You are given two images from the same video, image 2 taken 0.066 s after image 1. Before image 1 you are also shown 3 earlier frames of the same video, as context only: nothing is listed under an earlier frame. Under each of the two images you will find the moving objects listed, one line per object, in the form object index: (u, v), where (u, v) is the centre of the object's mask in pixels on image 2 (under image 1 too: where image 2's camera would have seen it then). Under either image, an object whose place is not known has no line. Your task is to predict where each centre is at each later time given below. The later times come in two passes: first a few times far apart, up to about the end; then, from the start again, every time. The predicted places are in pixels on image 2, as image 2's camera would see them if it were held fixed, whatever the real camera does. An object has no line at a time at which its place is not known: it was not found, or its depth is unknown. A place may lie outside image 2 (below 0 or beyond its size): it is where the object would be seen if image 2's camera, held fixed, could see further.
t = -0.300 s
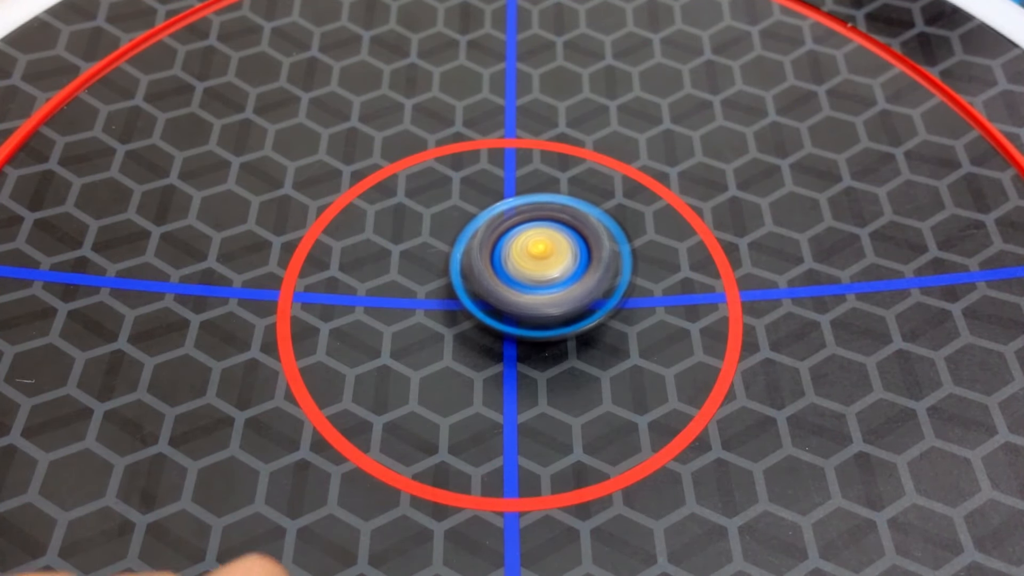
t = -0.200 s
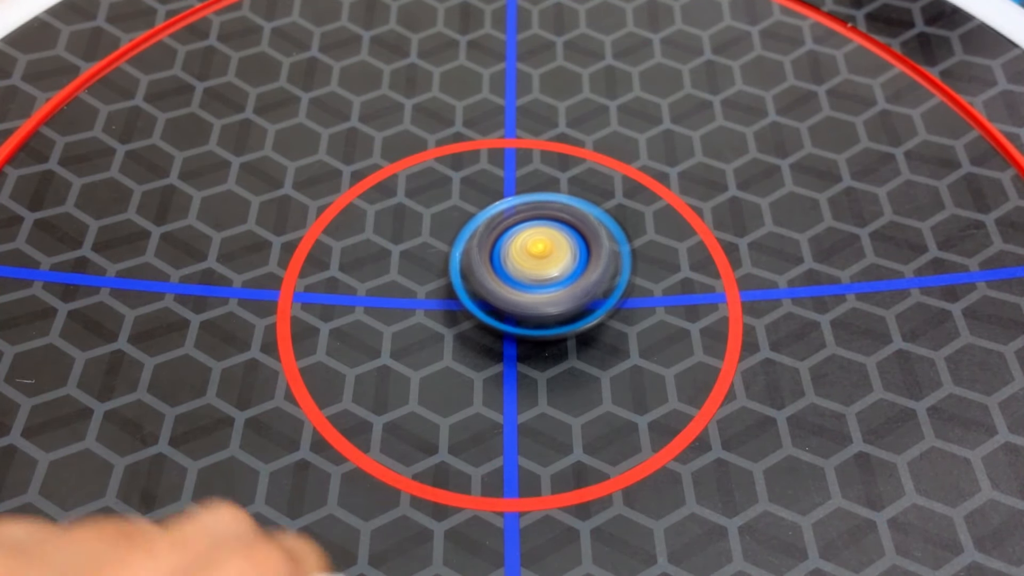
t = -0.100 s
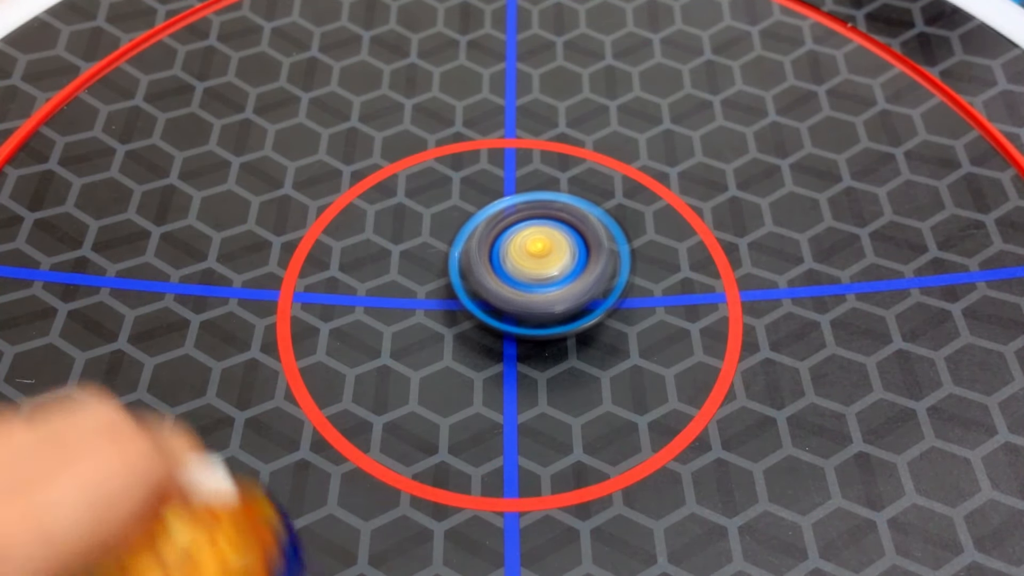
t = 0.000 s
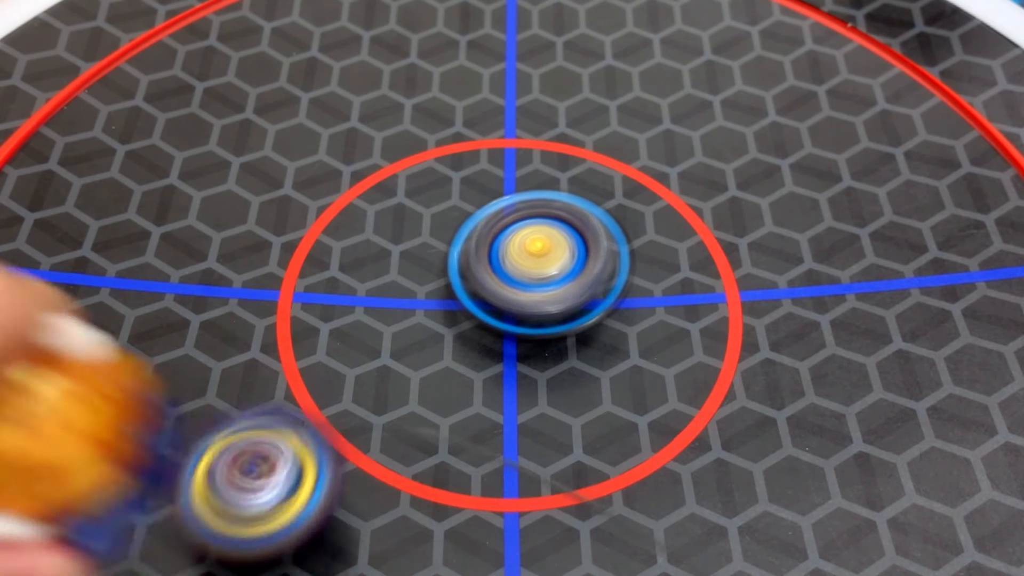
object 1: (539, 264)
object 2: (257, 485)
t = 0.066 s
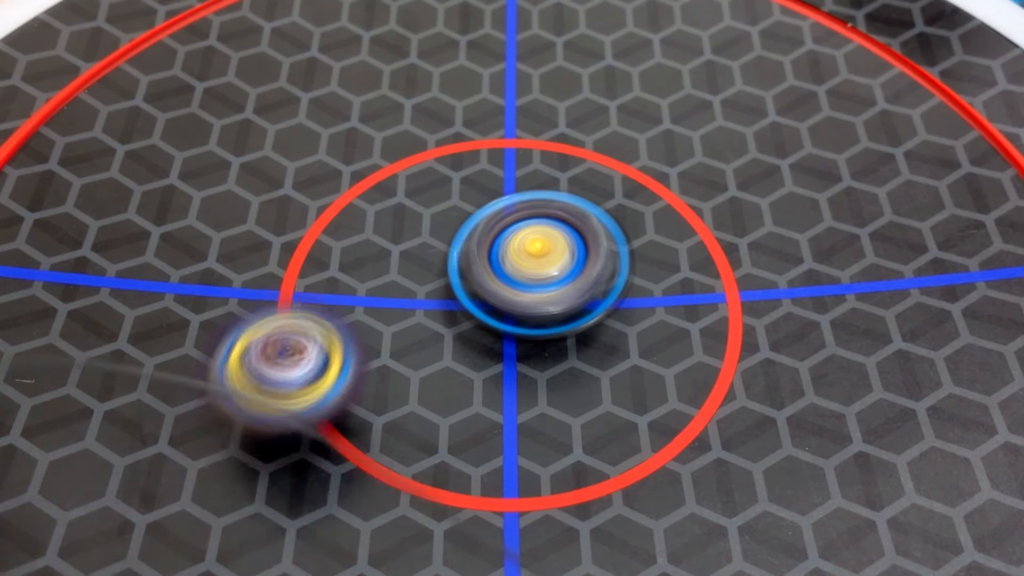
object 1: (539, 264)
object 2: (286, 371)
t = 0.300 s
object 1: (549, 262)
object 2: (427, 126)
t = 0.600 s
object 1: (547, 263)
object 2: (565, 19)
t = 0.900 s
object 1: (534, 263)
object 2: (609, 43)
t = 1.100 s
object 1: (532, 262)
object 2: (592, 124)
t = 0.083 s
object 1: (539, 264)
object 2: (298, 353)
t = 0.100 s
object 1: (540, 264)
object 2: (309, 334)
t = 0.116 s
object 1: (541, 265)
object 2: (316, 312)
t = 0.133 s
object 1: (542, 265)
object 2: (326, 286)
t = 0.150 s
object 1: (543, 264)
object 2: (334, 270)
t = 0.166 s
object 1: (544, 264)
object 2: (345, 253)
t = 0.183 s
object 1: (545, 264)
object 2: (356, 235)
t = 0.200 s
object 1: (547, 263)
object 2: (366, 217)
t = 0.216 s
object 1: (547, 263)
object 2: (376, 201)
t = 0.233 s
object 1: (548, 263)
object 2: (387, 183)
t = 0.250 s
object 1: (548, 262)
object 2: (397, 168)
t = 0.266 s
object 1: (549, 262)
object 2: (407, 154)
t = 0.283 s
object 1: (549, 263)
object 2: (418, 139)
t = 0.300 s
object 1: (549, 262)
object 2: (427, 126)
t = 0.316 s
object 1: (550, 262)
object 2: (437, 114)
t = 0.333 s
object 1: (550, 262)
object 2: (446, 102)
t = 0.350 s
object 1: (550, 262)
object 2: (455, 94)
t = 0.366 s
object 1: (550, 262)
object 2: (464, 81)
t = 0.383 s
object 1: (550, 262)
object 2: (472, 71)
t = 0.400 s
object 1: (550, 262)
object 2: (481, 63)
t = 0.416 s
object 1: (550, 262)
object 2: (489, 55)
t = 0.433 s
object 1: (550, 262)
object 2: (496, 44)
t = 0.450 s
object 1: (550, 262)
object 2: (505, 39)
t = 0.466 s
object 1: (549, 262)
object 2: (513, 36)
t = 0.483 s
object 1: (549, 262)
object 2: (521, 32)
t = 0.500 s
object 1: (549, 262)
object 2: (528, 29)
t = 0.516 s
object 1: (549, 262)
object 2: (535, 26)
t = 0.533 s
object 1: (549, 262)
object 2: (542, 24)
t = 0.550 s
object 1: (549, 262)
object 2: (548, 23)
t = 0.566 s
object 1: (548, 262)
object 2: (554, 21)
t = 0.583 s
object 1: (548, 262)
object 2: (560, 20)
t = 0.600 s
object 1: (547, 263)
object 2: (565, 19)
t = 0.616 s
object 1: (547, 263)
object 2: (569, 19)
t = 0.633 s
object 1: (546, 263)
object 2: (575, 18)
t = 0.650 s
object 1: (545, 263)
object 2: (580, 18)
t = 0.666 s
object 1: (545, 263)
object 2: (584, 18)
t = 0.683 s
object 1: (544, 263)
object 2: (588, 19)
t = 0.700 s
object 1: (543, 263)
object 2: (591, 19)
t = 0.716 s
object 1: (543, 263)
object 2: (595, 20)
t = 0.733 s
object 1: (542, 263)
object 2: (599, 21)
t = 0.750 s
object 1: (541, 262)
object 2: (601, 22)
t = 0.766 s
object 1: (541, 262)
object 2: (604, 23)
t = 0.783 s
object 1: (540, 262)
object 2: (605, 24)
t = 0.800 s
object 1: (539, 263)
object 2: (607, 26)
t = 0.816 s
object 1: (538, 262)
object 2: (608, 29)
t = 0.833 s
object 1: (538, 262)
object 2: (609, 31)
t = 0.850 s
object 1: (537, 262)
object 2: (609, 33)
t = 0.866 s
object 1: (536, 262)
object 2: (610, 36)
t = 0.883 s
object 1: (535, 263)
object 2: (610, 39)
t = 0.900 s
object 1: (534, 263)
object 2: (609, 43)
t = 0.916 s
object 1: (534, 263)
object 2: (609, 47)
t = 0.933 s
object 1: (533, 263)
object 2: (608, 52)
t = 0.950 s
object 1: (533, 263)
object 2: (608, 60)
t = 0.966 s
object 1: (533, 263)
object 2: (607, 65)
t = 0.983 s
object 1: (533, 263)
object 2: (606, 73)
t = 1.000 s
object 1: (533, 263)
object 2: (604, 78)
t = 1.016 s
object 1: (533, 263)
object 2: (602, 86)
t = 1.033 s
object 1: (532, 263)
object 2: (600, 95)
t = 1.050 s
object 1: (532, 263)
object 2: (599, 100)
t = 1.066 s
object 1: (532, 263)
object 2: (598, 109)
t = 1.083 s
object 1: (532, 263)
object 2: (594, 118)
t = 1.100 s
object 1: (532, 262)
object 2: (592, 124)
